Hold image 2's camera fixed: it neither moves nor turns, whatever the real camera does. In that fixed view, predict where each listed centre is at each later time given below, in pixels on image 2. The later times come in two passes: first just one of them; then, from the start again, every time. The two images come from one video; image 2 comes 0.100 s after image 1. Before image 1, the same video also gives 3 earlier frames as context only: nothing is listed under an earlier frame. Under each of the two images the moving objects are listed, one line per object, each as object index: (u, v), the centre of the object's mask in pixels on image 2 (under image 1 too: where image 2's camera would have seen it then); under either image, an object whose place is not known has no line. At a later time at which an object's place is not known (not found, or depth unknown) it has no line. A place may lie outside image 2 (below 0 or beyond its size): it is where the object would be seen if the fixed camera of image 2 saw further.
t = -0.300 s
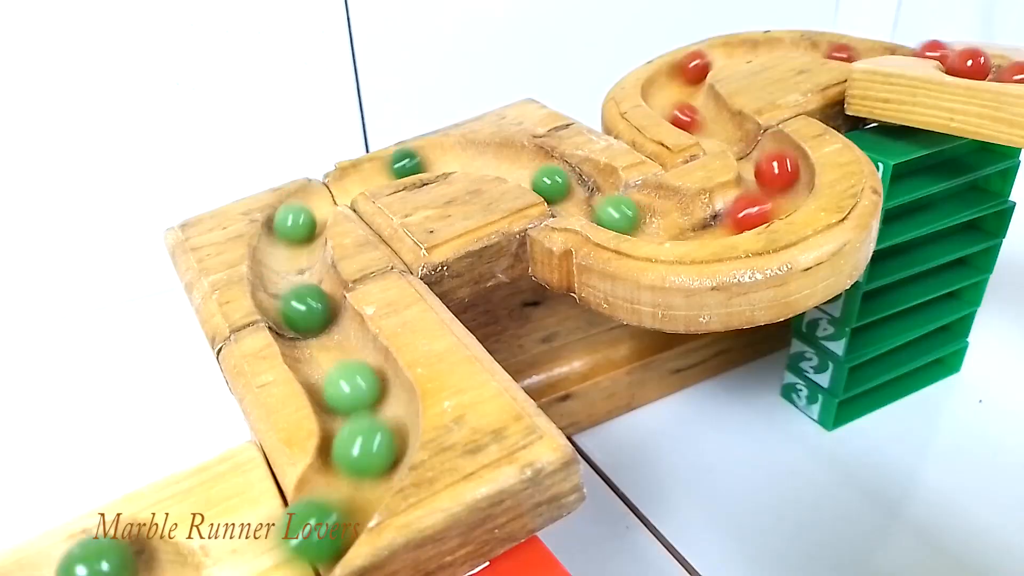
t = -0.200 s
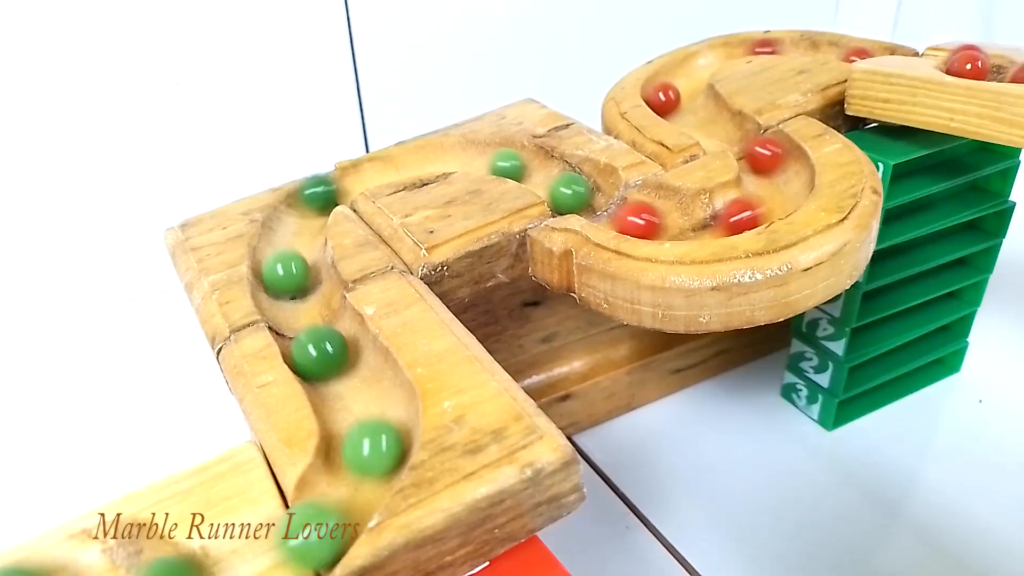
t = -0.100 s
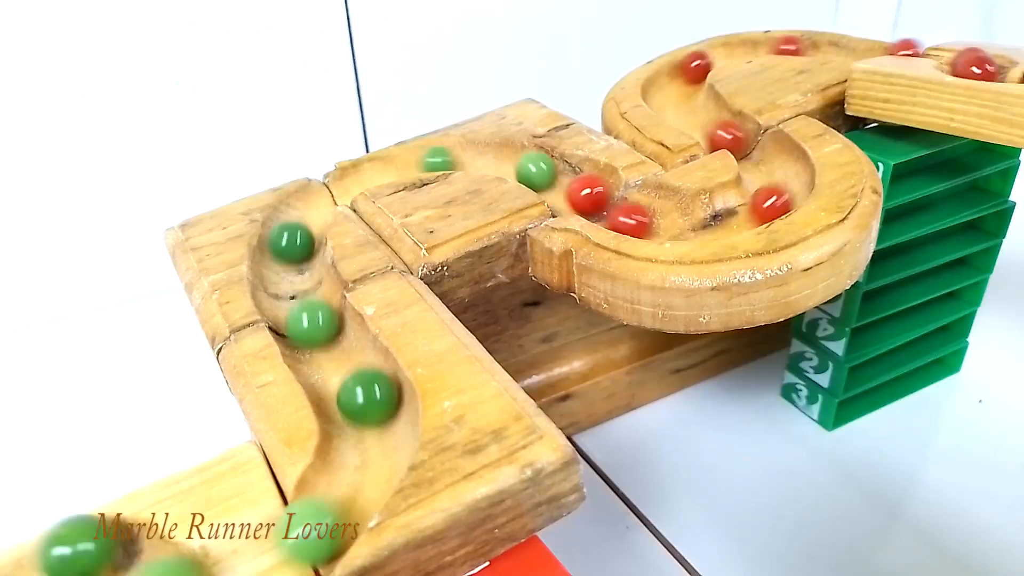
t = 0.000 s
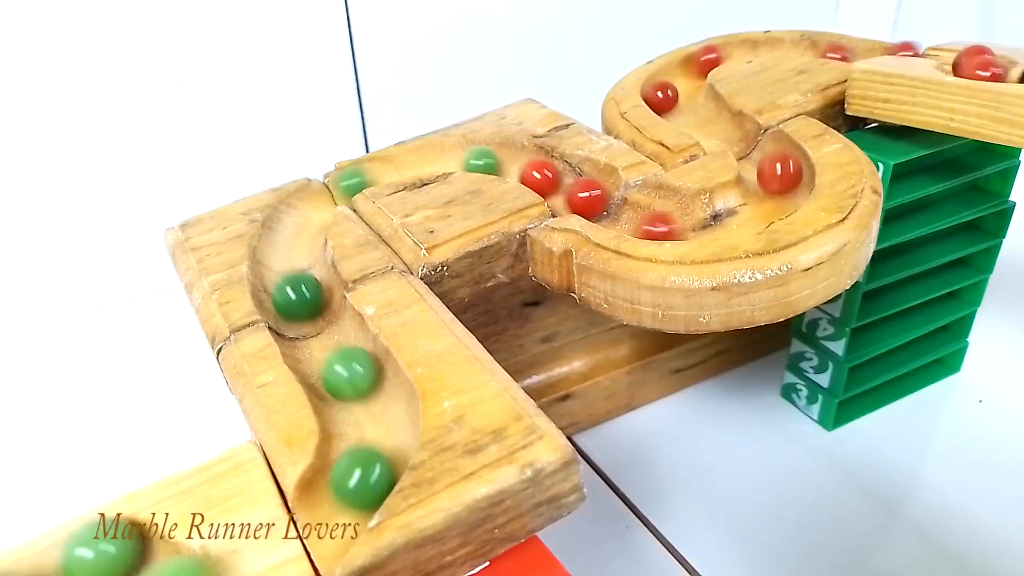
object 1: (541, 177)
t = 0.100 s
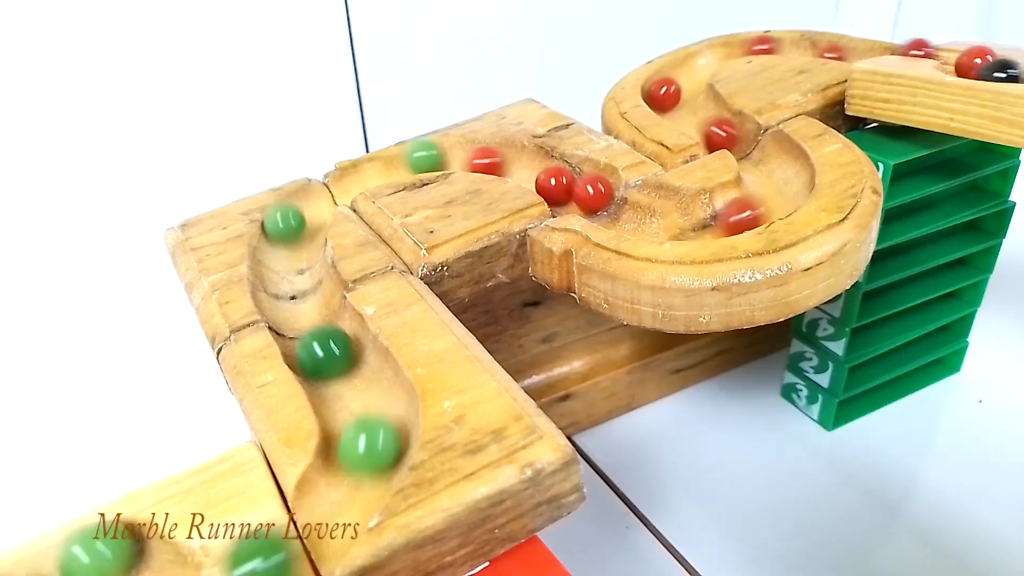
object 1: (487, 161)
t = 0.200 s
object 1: (406, 159)
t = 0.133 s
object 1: (459, 159)
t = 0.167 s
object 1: (433, 160)
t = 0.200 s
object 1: (406, 159)
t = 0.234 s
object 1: (380, 168)
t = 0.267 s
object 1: (346, 183)
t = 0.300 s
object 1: (318, 199)
